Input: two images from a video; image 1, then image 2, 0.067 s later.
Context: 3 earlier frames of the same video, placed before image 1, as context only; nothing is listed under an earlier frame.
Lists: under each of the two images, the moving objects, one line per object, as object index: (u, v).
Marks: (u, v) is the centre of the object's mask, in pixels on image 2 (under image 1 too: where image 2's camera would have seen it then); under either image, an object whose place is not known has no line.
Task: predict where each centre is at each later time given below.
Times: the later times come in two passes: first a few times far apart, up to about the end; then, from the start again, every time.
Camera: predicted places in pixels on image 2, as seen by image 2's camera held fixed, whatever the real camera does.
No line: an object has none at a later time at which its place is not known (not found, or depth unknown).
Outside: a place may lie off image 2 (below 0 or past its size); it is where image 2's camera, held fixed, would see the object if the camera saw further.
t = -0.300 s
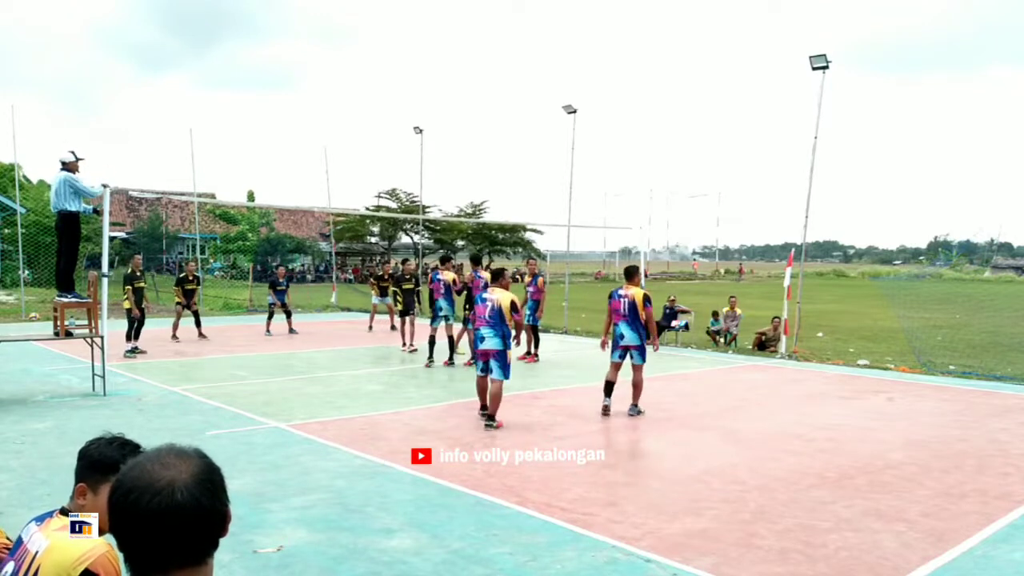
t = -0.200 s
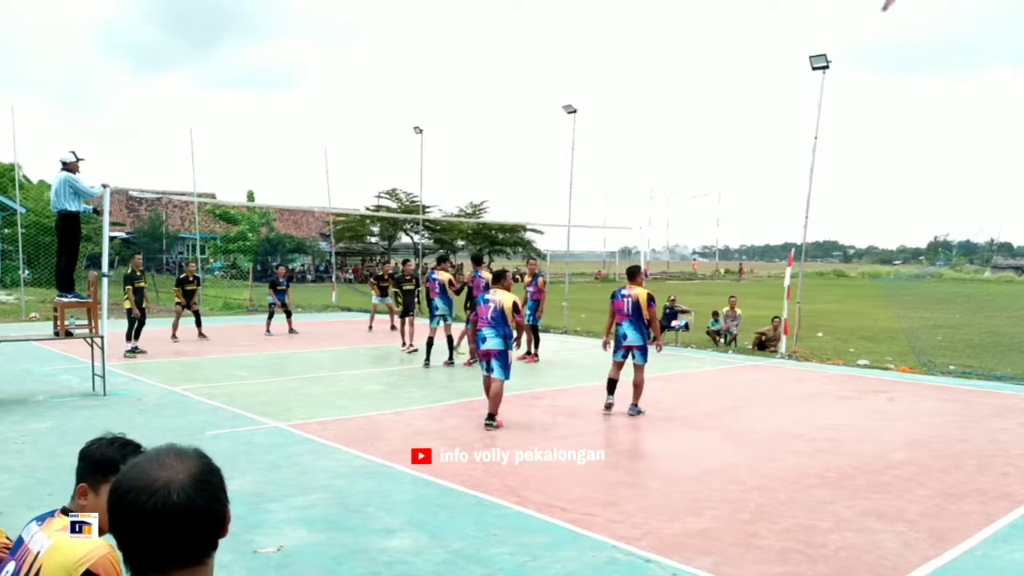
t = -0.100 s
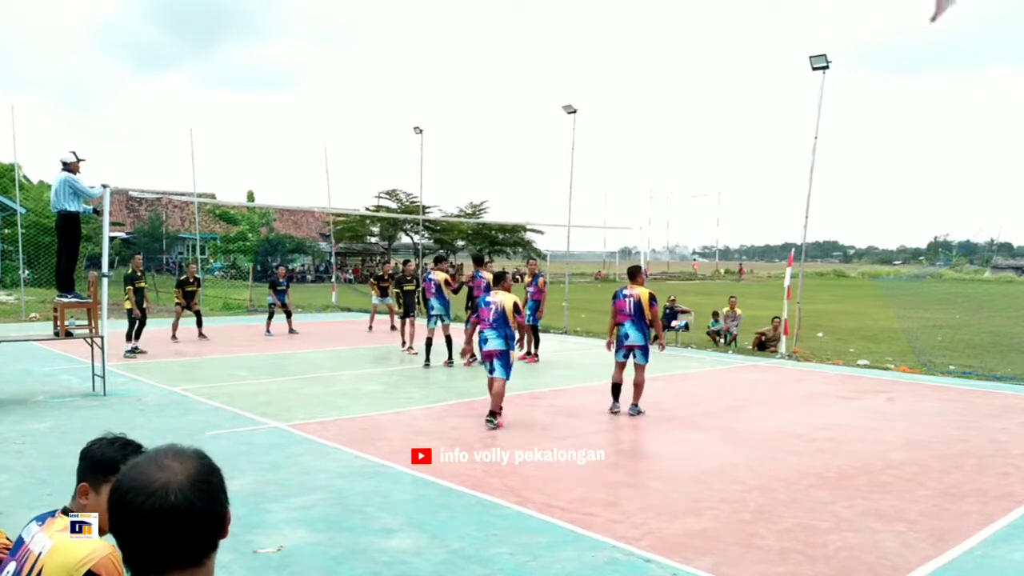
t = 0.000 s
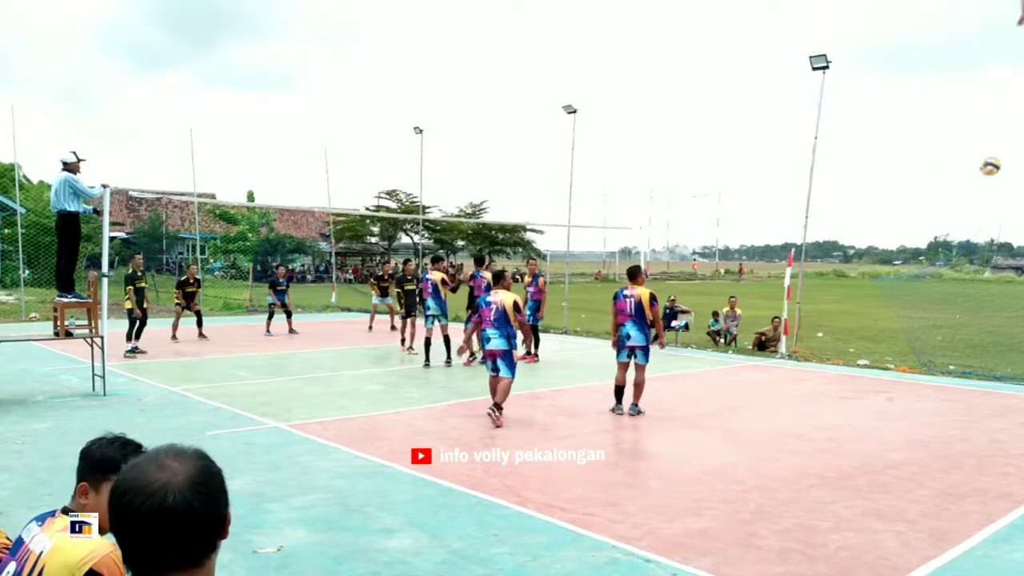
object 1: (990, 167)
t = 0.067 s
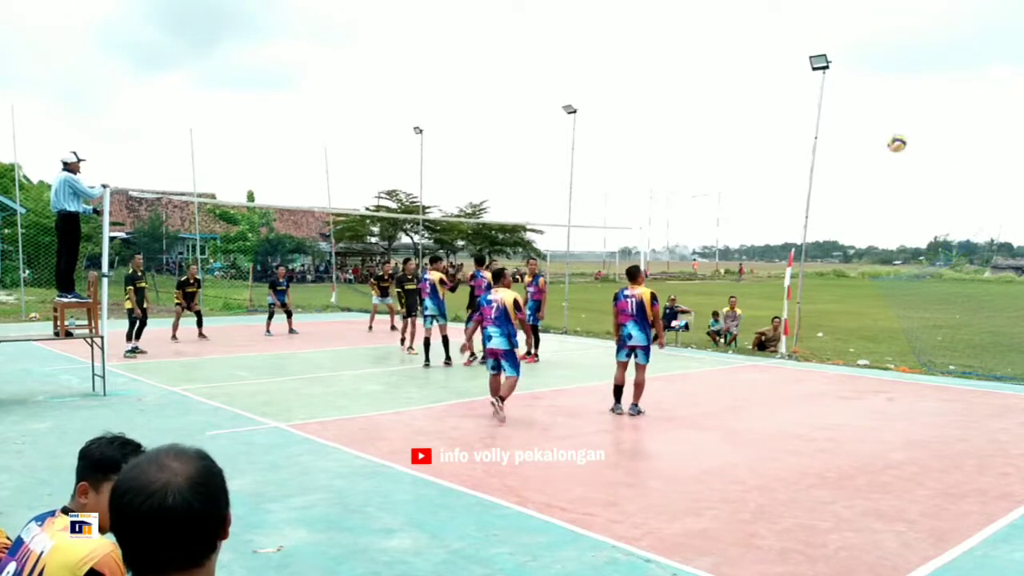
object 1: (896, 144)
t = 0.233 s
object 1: (705, 114)
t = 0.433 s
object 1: (536, 117)
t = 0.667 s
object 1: (396, 148)
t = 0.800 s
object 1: (336, 175)
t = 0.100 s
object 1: (853, 136)
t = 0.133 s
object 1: (813, 128)
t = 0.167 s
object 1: (775, 122)
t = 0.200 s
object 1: (739, 118)
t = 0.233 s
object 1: (705, 114)
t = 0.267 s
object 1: (672, 112)
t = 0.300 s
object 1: (642, 111)
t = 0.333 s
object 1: (613, 111)
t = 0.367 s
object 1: (586, 112)
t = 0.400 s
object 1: (562, 113)
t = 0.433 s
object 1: (536, 117)
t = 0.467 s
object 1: (513, 119)
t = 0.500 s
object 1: (491, 123)
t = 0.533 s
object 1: (470, 127)
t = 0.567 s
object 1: (451, 132)
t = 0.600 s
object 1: (431, 137)
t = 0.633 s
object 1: (413, 143)
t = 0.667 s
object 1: (396, 148)
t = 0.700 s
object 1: (380, 154)
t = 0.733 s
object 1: (364, 161)
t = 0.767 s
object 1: (350, 169)
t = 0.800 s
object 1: (336, 175)
